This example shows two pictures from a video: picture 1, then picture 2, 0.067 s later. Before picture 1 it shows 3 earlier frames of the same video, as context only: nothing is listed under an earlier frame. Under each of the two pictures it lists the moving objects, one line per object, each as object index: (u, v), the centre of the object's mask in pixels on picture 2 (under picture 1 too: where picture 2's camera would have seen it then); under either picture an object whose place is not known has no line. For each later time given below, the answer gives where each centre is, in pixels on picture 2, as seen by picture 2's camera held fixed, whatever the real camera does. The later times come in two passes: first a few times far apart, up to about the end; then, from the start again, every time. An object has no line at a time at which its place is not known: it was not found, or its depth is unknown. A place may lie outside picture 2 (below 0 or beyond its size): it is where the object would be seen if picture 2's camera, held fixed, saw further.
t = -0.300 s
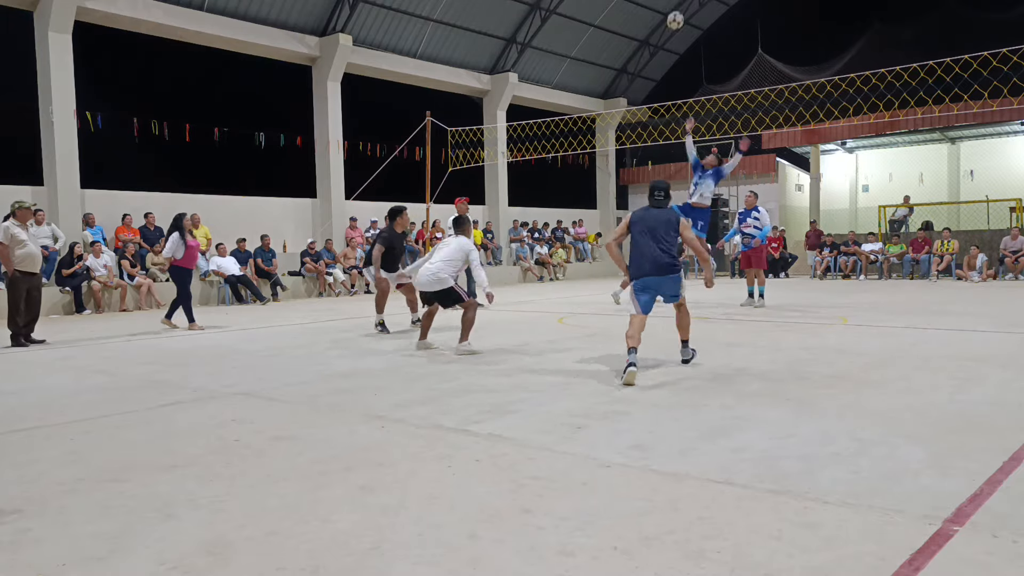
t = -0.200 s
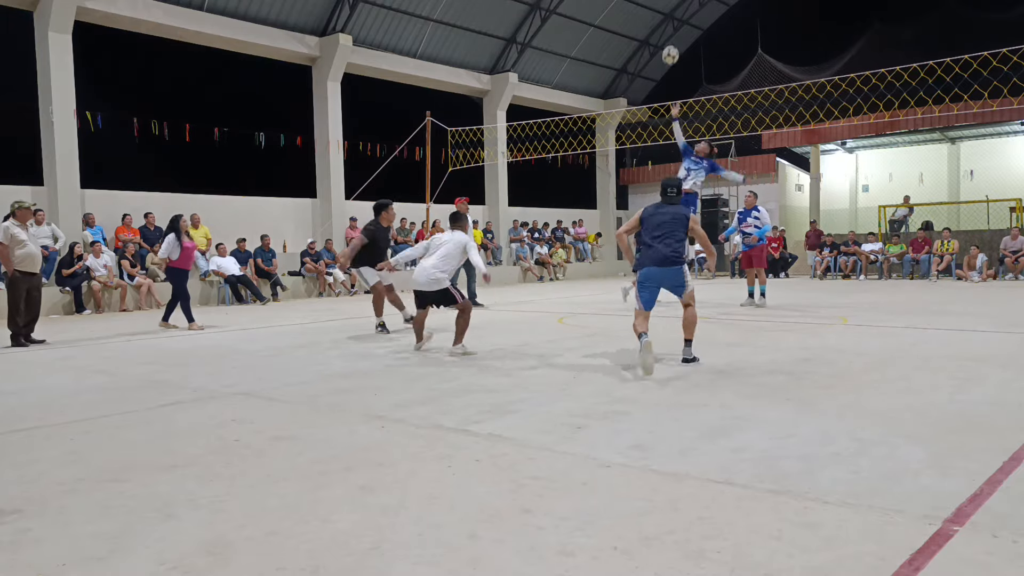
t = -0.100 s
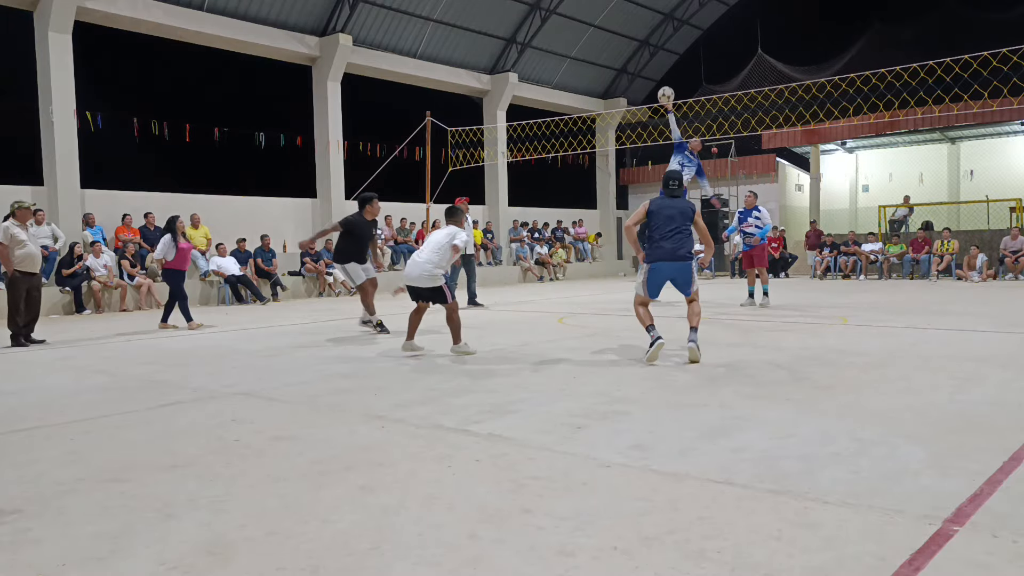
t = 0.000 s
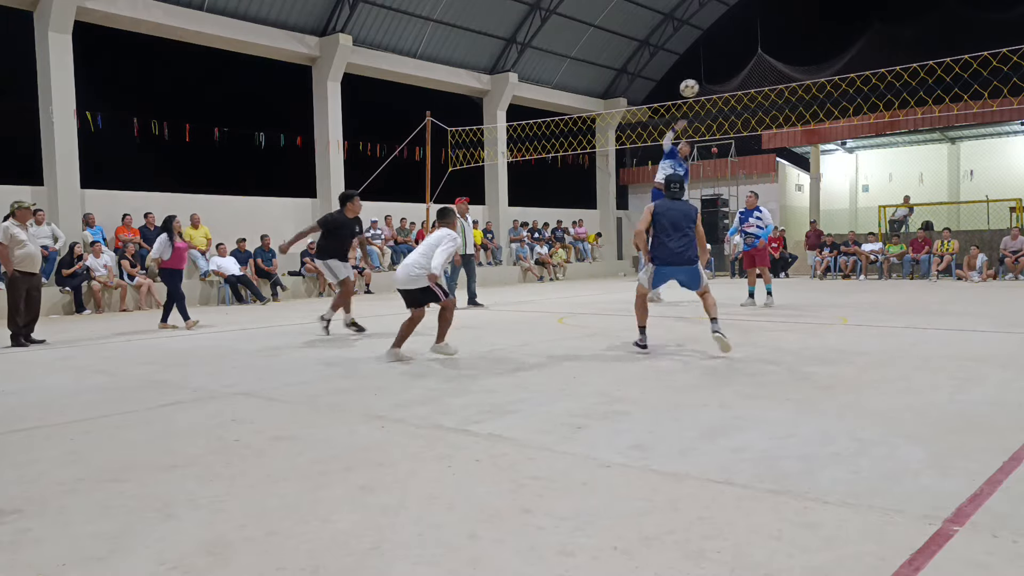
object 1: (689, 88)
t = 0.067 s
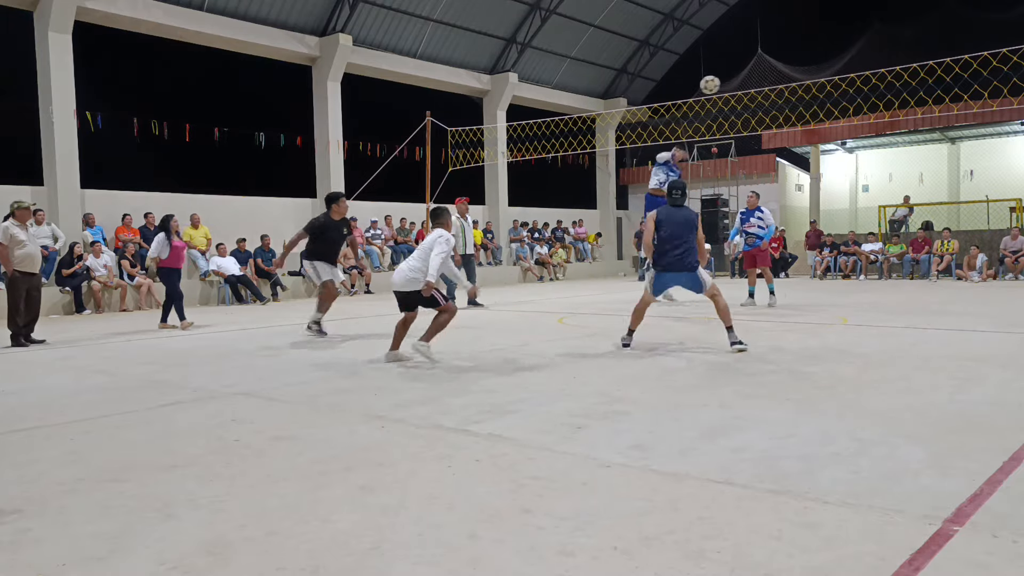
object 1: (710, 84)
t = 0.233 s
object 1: (769, 93)
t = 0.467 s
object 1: (874, 154)
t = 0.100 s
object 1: (721, 84)
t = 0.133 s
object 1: (732, 84)
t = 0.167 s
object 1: (744, 86)
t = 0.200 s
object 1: (755, 88)
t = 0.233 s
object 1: (769, 93)
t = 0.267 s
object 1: (782, 98)
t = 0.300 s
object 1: (796, 104)
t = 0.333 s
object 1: (810, 110)
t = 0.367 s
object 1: (825, 119)
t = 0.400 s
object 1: (841, 129)
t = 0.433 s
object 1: (857, 140)
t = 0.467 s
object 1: (874, 154)
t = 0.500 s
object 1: (891, 169)
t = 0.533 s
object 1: (912, 187)
